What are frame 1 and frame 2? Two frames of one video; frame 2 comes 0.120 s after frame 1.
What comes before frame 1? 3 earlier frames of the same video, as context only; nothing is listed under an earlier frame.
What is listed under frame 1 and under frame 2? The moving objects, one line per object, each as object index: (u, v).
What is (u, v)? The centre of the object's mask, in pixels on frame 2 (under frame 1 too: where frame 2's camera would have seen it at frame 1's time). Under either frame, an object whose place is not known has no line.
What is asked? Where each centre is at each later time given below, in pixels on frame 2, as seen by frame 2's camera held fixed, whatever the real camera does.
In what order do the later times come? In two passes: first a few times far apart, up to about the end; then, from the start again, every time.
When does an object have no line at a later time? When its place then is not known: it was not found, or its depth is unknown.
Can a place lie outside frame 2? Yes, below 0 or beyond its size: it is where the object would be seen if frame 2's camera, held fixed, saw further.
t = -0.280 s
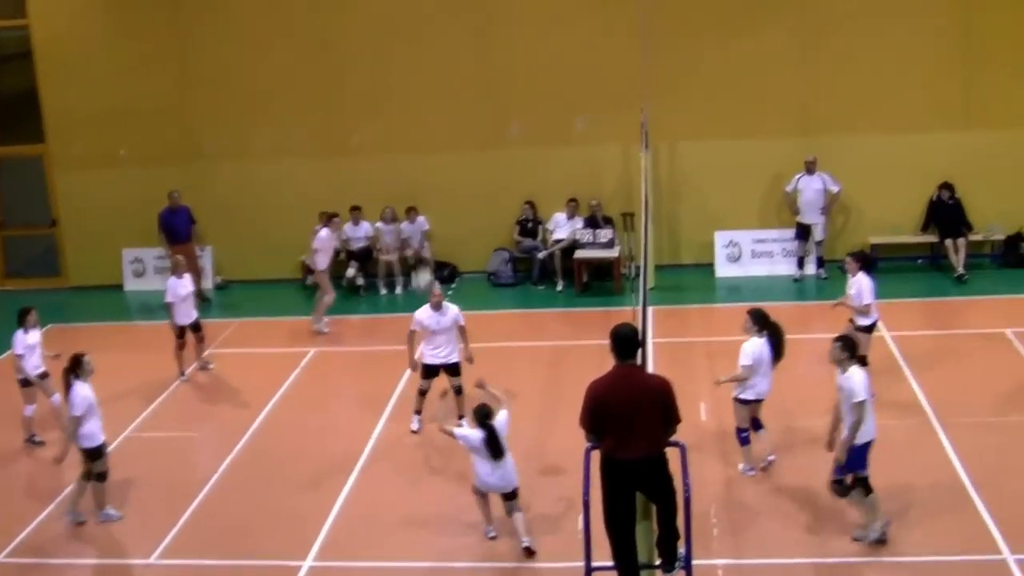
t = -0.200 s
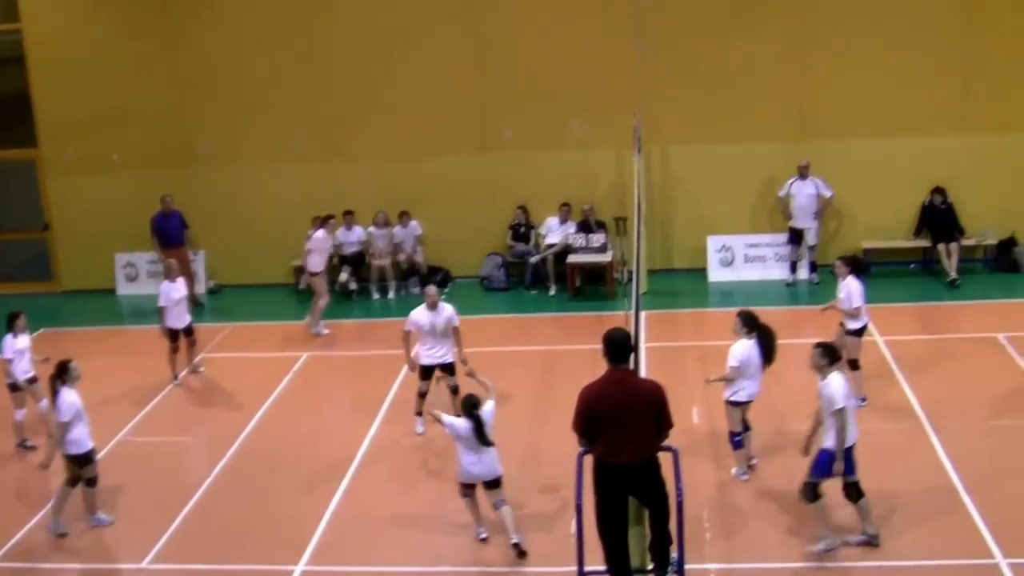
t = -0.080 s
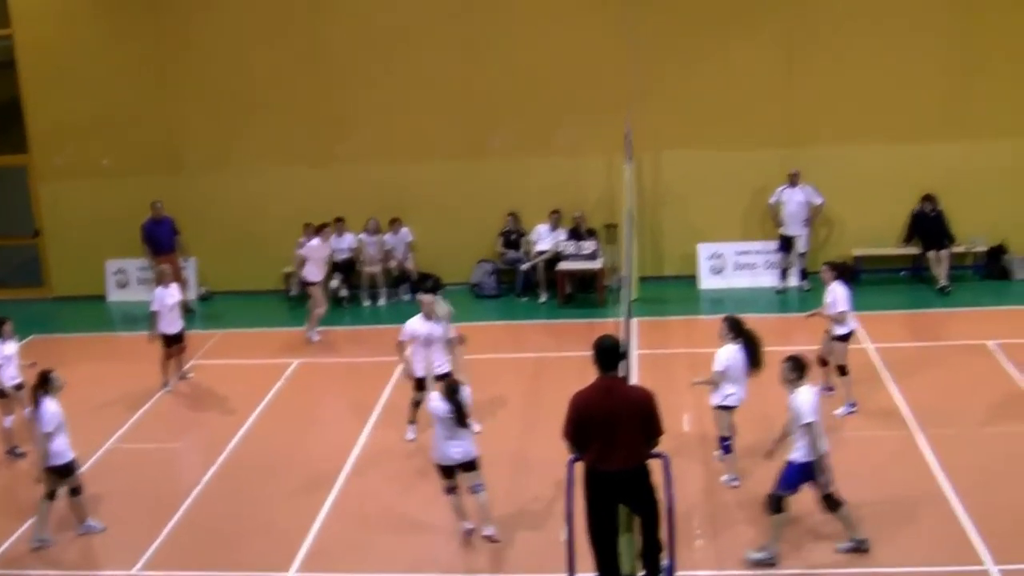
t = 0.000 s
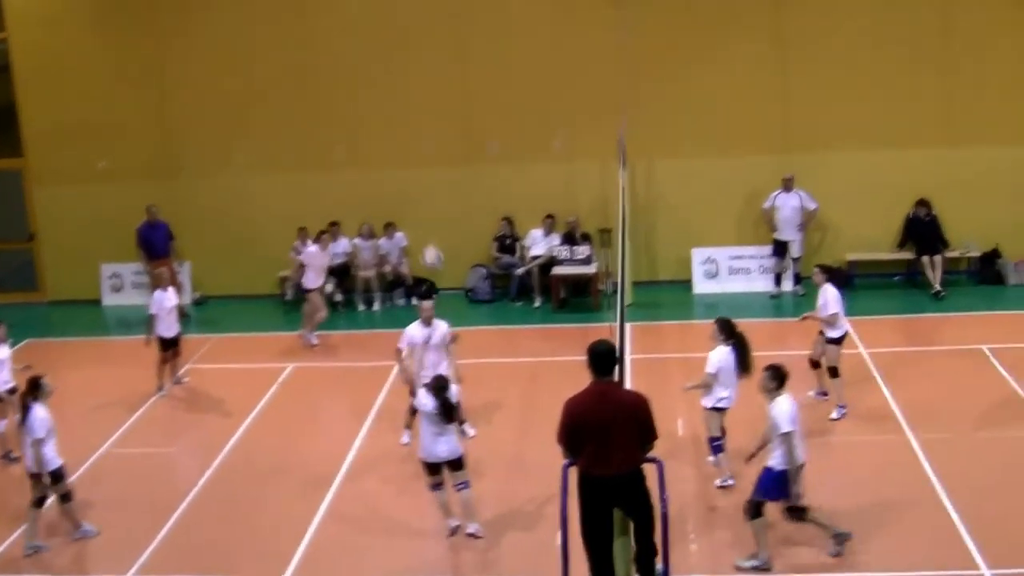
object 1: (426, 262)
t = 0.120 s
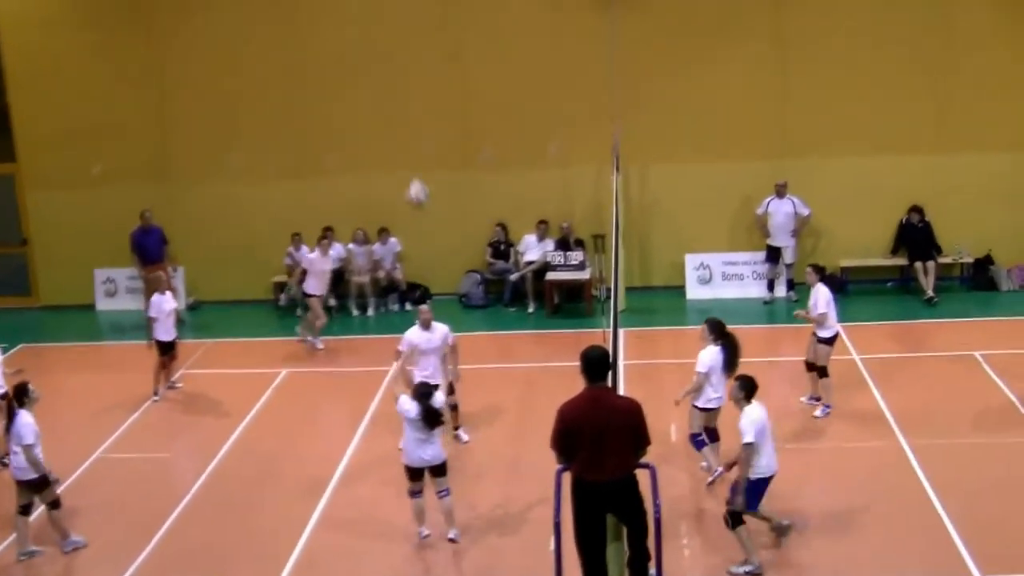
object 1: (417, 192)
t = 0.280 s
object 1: (408, 126)
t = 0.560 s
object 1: (400, 80)
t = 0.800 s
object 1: (400, 107)
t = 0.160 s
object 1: (414, 172)
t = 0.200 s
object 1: (412, 155)
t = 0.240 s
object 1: (410, 140)
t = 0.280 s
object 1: (408, 126)
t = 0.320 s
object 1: (406, 114)
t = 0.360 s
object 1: (405, 105)
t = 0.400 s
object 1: (404, 96)
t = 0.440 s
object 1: (403, 90)
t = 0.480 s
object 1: (402, 85)
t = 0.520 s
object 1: (401, 82)
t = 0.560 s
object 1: (400, 80)
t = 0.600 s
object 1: (400, 81)
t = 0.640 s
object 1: (400, 82)
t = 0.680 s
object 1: (399, 86)
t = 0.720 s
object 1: (399, 91)
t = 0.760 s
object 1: (400, 98)
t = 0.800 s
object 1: (400, 107)
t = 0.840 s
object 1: (400, 118)
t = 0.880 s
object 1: (401, 129)
